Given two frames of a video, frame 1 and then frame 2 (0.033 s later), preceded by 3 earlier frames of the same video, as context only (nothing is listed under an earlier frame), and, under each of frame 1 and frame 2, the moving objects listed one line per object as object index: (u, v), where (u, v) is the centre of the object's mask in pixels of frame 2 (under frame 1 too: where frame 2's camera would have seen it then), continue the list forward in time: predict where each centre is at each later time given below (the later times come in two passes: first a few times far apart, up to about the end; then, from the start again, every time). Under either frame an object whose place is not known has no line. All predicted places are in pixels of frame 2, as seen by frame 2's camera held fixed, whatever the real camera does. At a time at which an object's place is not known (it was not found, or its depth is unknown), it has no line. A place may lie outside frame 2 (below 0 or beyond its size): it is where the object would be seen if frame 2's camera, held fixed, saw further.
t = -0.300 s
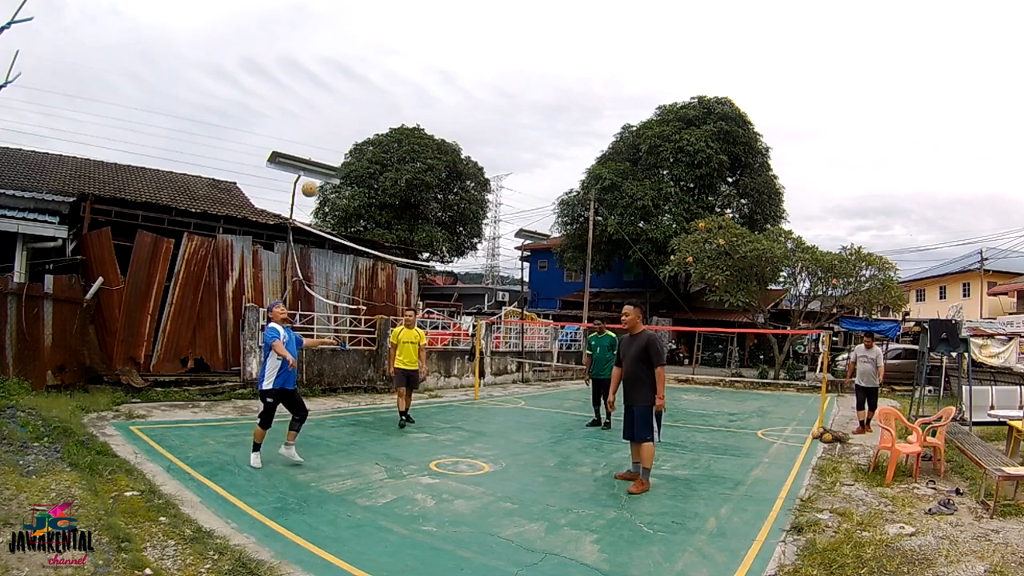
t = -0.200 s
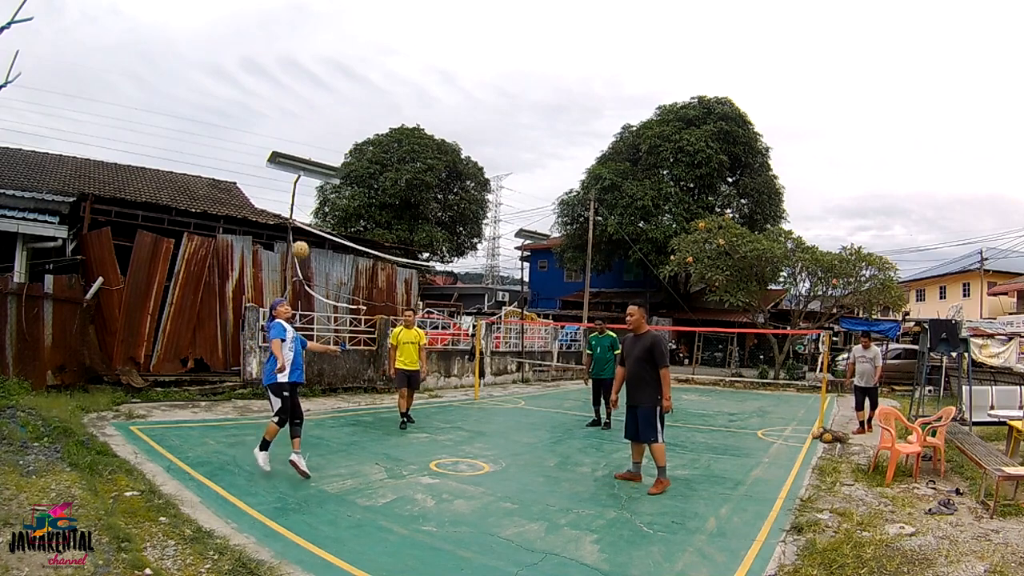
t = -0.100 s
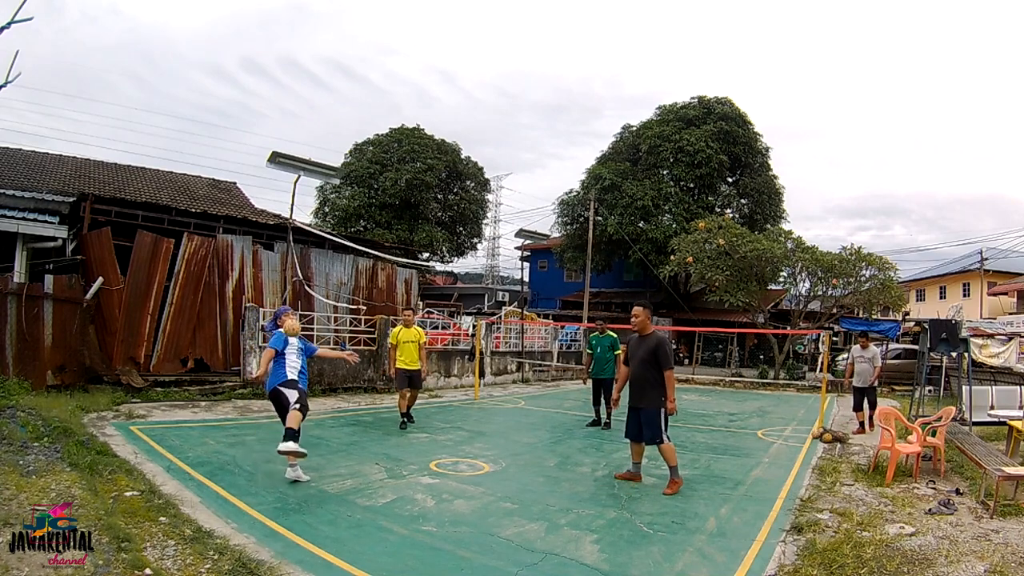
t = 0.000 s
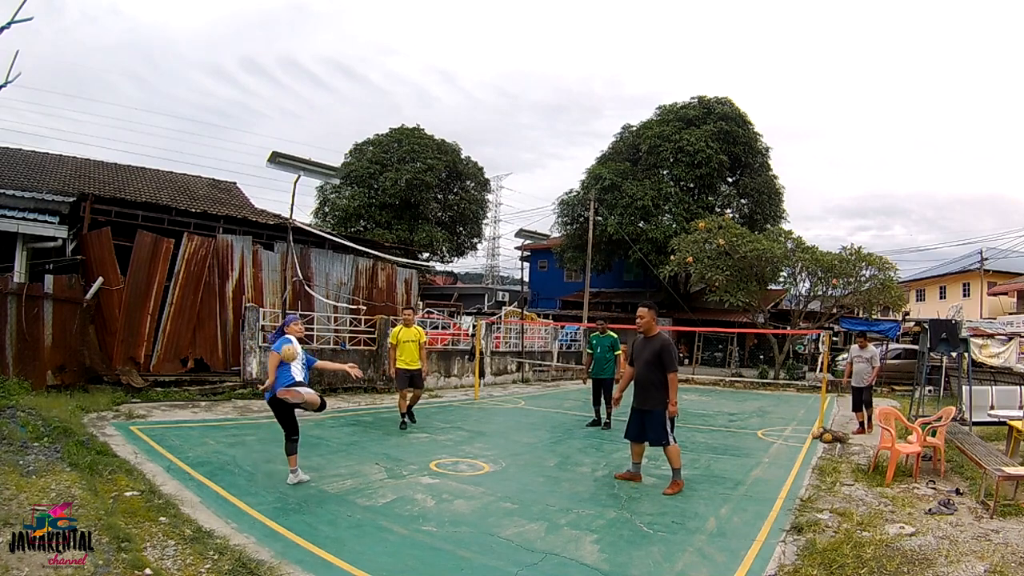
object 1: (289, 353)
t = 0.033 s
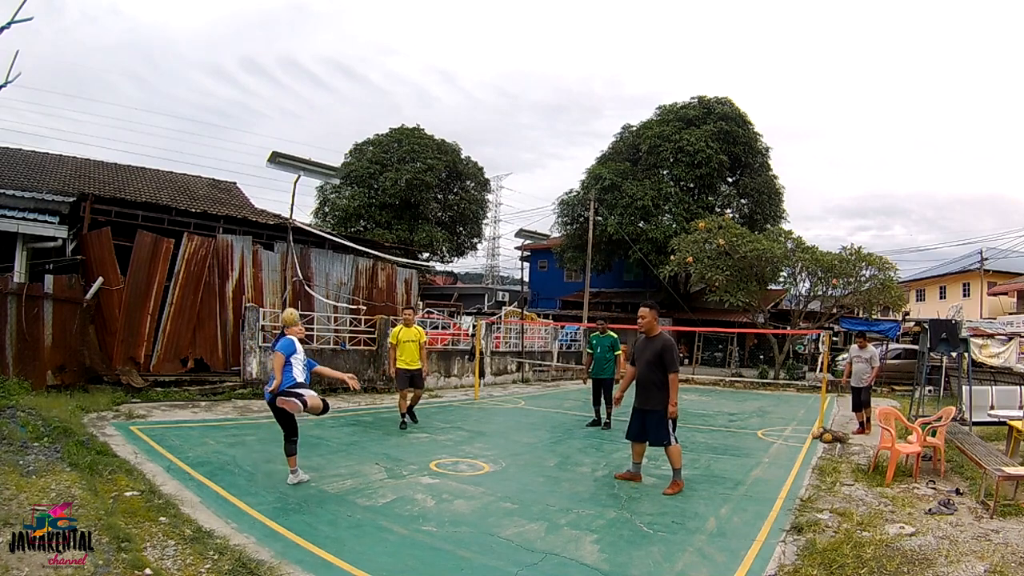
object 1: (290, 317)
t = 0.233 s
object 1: (306, 159)
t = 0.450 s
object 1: (321, 76)
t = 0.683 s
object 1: (326, 53)
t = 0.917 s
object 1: (322, 80)
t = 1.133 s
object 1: (313, 145)
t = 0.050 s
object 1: (291, 300)
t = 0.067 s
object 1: (292, 284)
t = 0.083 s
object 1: (293, 268)
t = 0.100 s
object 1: (295, 254)
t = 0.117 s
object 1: (296, 239)
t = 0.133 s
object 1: (298, 227)
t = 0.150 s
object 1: (299, 214)
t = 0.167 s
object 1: (300, 202)
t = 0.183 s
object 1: (302, 190)
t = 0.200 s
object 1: (303, 179)
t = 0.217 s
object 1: (305, 168)
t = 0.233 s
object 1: (306, 159)
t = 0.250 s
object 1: (307, 150)
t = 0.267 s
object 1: (309, 141)
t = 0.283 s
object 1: (310, 133)
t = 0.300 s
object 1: (311, 125)
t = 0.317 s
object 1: (313, 118)
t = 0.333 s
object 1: (314, 112)
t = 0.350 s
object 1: (315, 105)
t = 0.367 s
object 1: (316, 100)
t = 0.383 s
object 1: (317, 94)
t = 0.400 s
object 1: (318, 89)
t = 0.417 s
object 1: (319, 85)
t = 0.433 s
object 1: (320, 80)
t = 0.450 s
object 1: (321, 76)
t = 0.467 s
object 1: (322, 73)
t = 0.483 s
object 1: (322, 69)
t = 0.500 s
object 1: (323, 67)
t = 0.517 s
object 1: (323, 64)
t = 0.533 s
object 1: (324, 62)
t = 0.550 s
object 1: (324, 60)
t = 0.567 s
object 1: (325, 58)
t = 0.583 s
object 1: (325, 56)
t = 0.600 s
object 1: (326, 55)
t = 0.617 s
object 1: (326, 54)
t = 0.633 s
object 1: (326, 54)
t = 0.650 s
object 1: (326, 53)
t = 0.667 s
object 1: (326, 53)
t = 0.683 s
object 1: (326, 53)
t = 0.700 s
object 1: (326, 54)
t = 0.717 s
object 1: (326, 54)
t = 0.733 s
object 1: (326, 55)
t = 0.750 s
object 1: (326, 56)
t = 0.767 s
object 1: (326, 58)
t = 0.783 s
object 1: (326, 59)
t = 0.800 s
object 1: (326, 61)
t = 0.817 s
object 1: (326, 63)
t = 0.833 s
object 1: (325, 65)
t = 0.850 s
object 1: (325, 67)
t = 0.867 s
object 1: (324, 70)
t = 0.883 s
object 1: (324, 73)
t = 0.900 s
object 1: (323, 76)
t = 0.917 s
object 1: (322, 80)
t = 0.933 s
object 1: (322, 83)
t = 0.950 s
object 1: (321, 87)
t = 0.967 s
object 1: (321, 91)
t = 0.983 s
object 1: (320, 96)
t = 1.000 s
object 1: (319, 100)
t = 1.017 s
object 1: (319, 105)
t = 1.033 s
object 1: (318, 110)
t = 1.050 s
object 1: (317, 115)
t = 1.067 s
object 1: (316, 121)
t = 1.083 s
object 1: (315, 127)
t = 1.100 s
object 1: (315, 133)
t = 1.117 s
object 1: (314, 139)
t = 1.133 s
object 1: (313, 145)
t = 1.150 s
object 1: (312, 152)
